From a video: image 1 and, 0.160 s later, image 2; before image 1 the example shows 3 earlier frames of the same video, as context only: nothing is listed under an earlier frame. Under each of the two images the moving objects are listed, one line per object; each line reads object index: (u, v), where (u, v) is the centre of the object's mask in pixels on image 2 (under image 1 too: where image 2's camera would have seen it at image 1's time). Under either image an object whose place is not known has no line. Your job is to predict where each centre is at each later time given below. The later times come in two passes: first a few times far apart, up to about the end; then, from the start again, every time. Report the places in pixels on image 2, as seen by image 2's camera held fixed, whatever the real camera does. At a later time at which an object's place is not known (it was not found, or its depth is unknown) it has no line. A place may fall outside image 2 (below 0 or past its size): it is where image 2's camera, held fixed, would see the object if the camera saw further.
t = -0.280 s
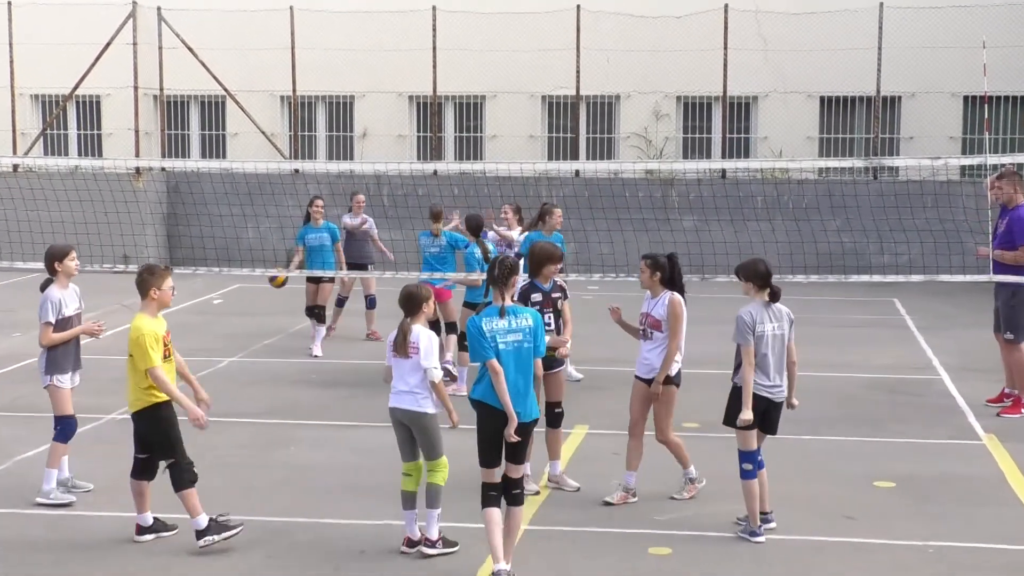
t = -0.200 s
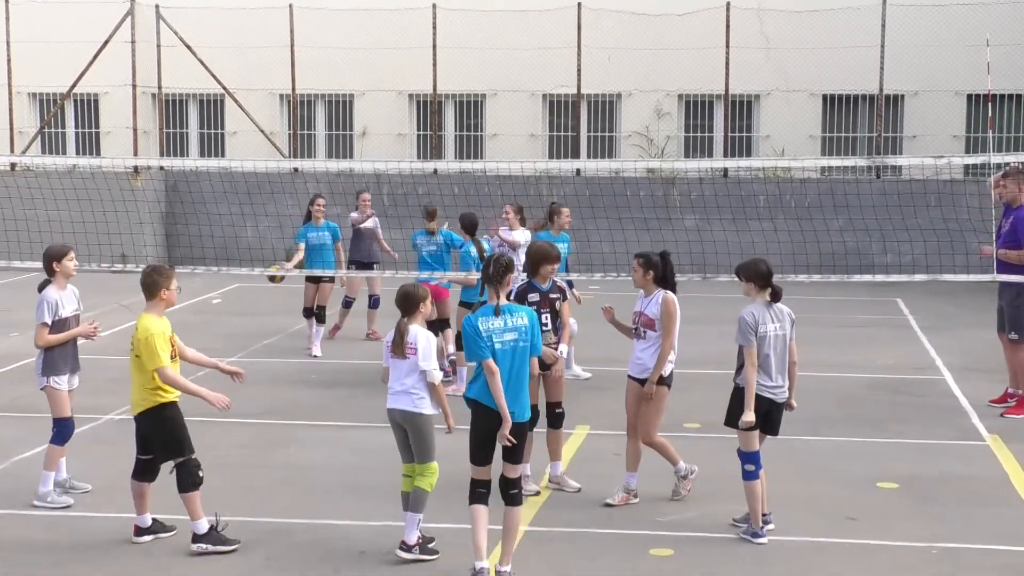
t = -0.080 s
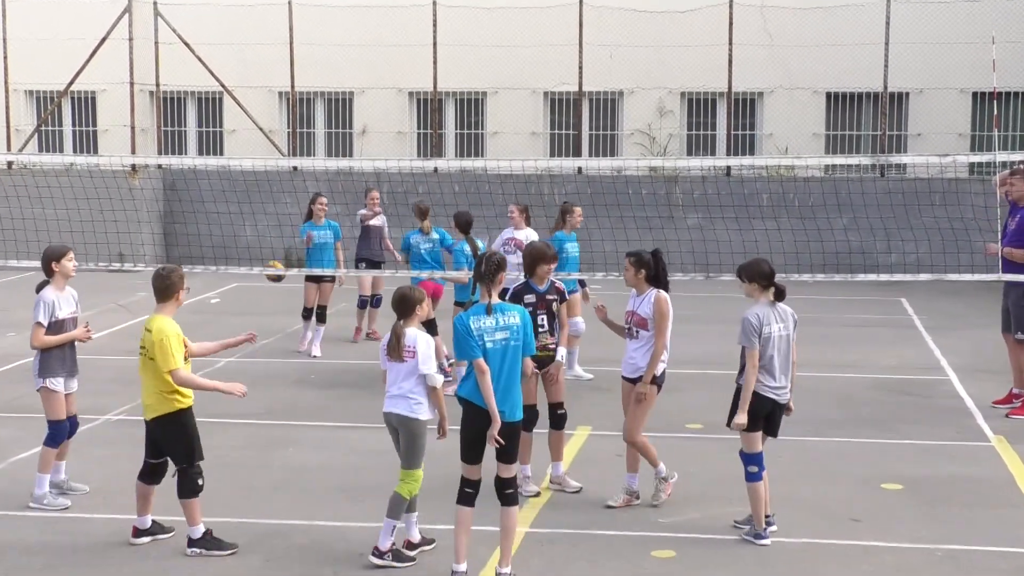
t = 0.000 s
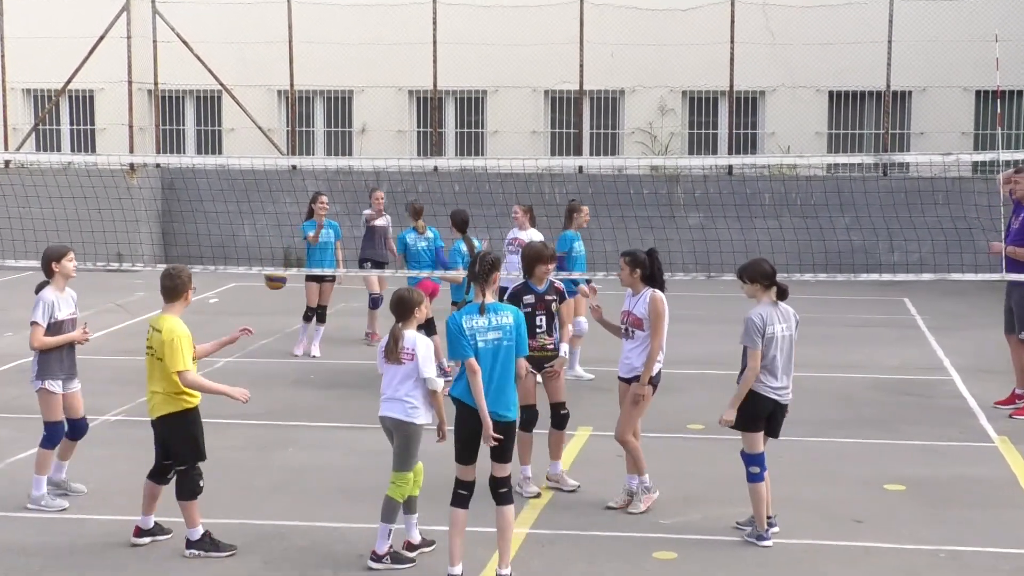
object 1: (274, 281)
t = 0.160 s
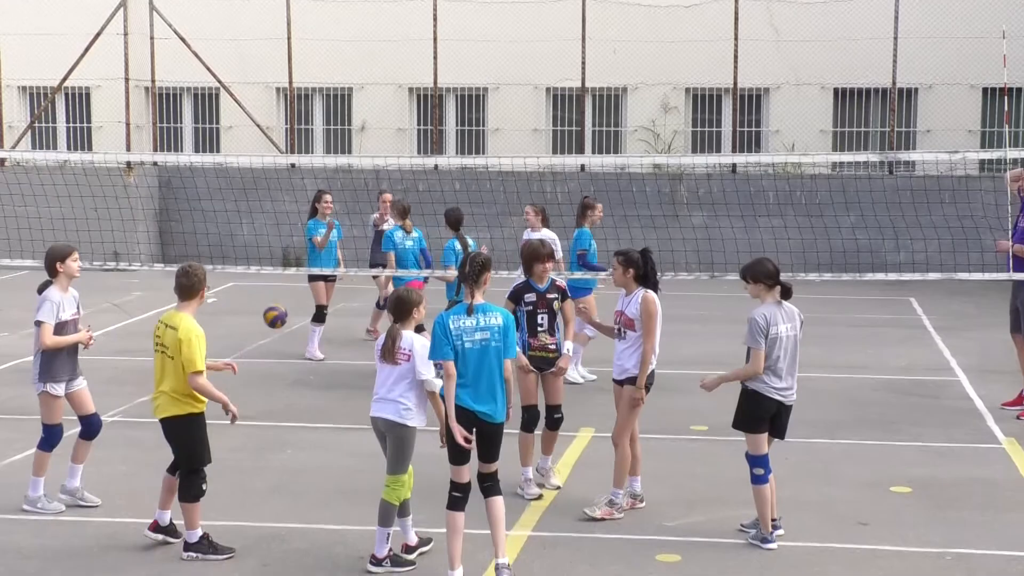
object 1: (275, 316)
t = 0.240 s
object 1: (276, 349)
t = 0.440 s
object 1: (277, 390)
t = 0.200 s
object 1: (275, 331)
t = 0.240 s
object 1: (276, 349)
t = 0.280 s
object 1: (278, 368)
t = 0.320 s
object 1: (278, 389)
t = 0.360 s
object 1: (278, 411)
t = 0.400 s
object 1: (279, 399)
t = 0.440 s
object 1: (277, 390)
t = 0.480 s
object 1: (277, 382)
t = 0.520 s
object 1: (275, 375)
